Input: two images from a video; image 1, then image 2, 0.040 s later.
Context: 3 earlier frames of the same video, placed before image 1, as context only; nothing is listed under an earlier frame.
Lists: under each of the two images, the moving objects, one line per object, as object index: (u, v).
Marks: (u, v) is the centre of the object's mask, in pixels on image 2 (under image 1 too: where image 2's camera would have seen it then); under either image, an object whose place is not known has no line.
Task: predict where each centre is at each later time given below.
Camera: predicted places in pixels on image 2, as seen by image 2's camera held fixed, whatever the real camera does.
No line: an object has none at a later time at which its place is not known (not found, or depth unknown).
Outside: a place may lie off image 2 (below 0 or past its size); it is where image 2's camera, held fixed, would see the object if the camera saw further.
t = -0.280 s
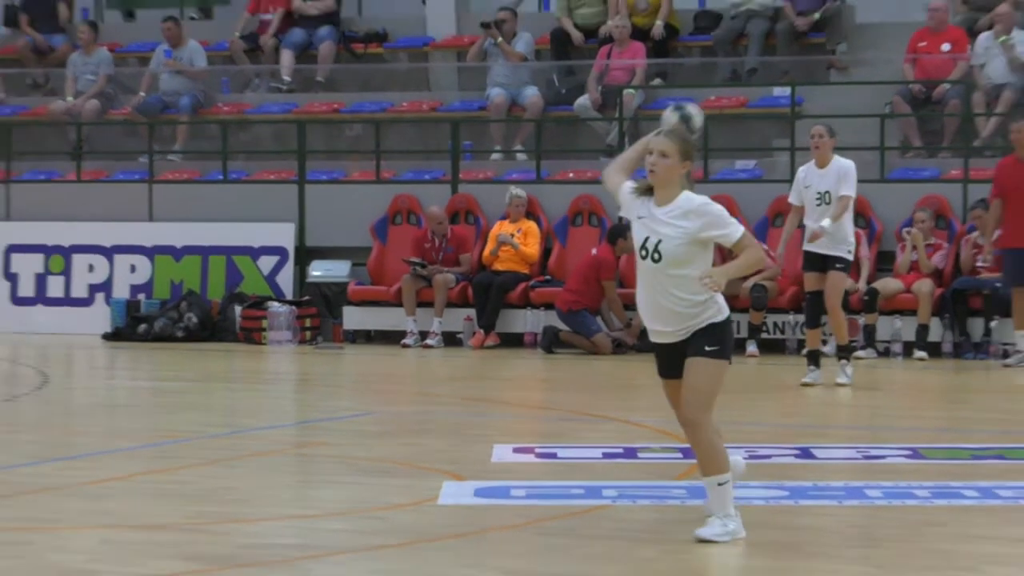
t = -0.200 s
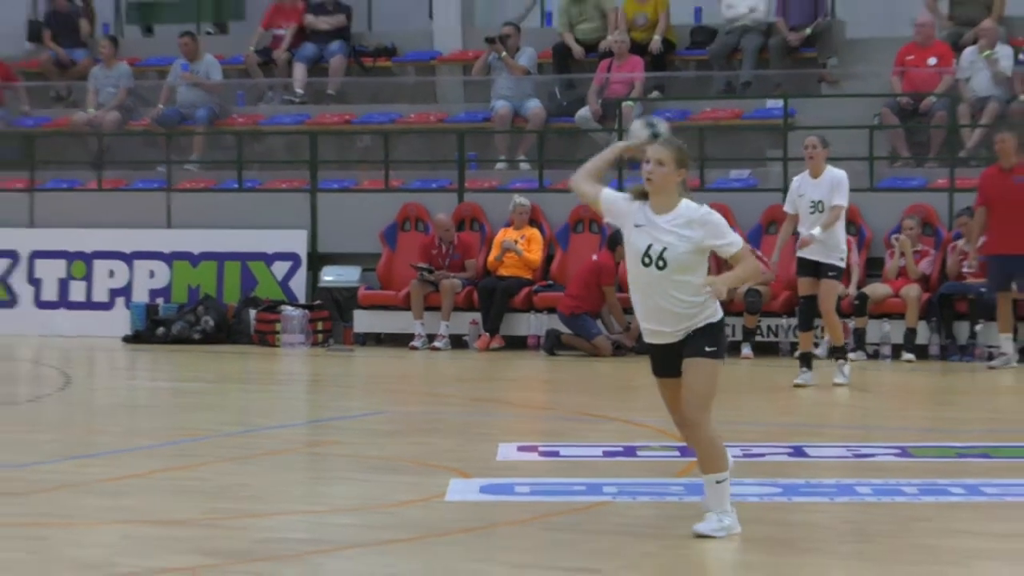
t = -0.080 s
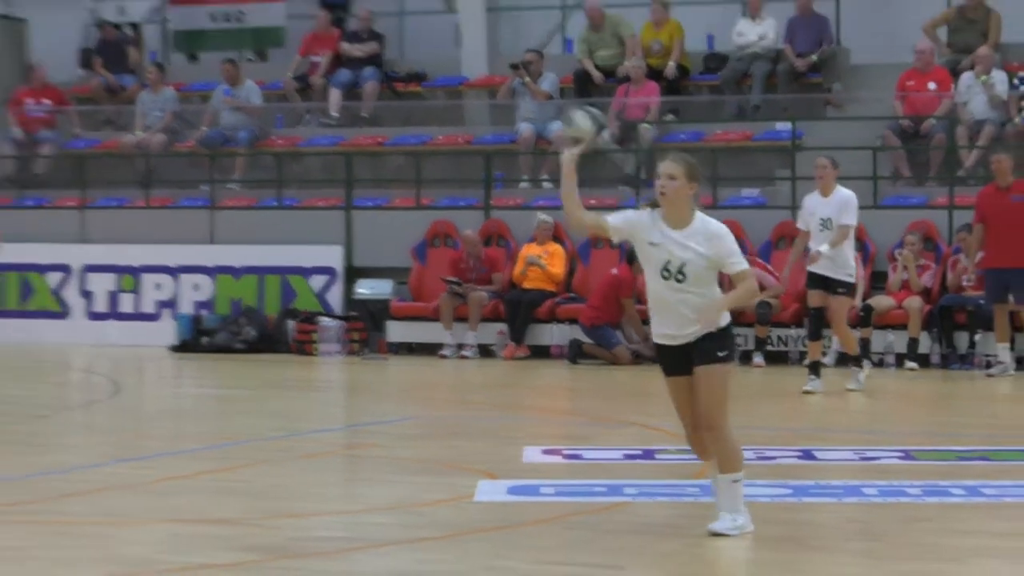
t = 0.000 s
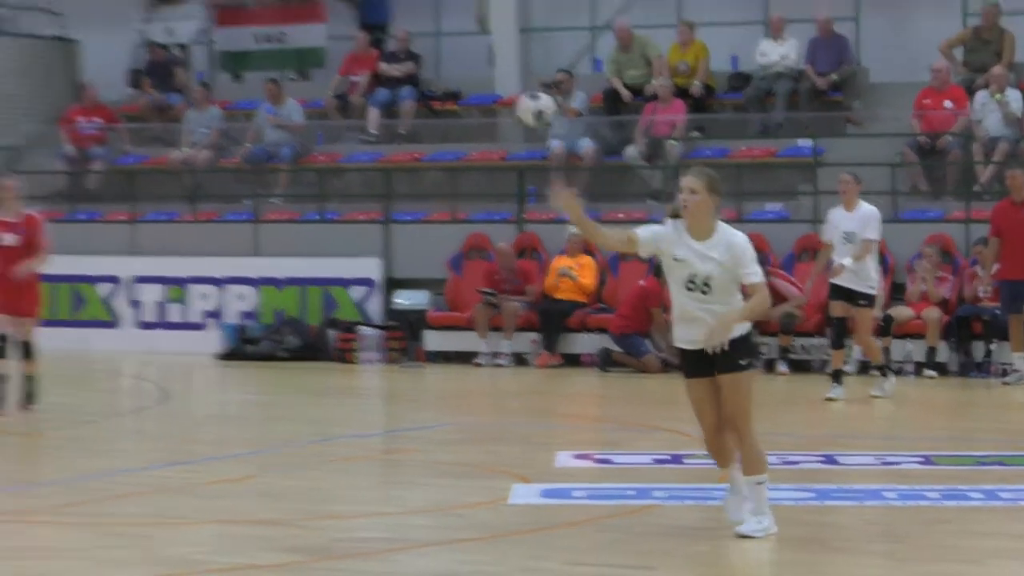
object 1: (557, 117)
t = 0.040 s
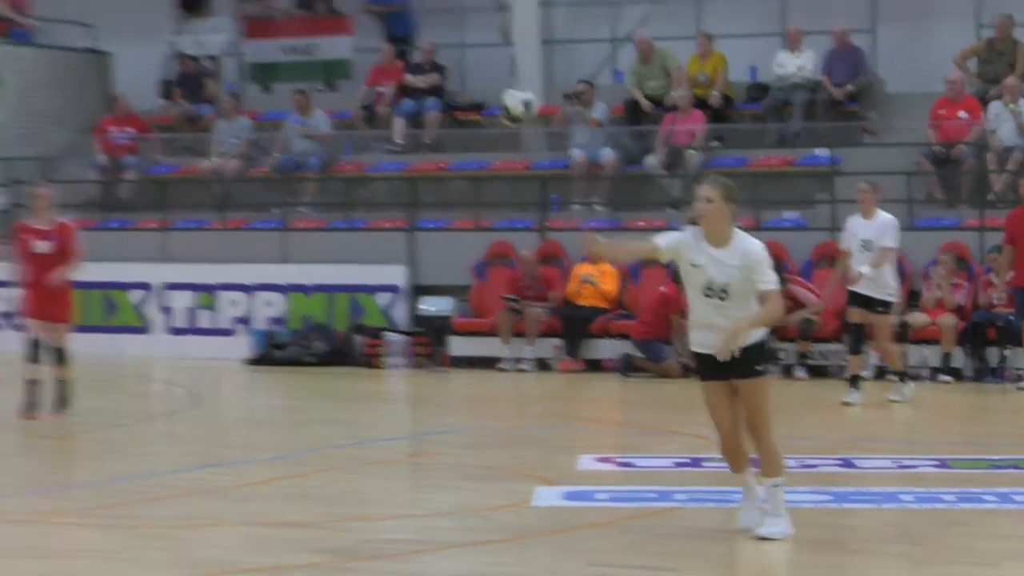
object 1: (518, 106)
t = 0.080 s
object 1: (474, 95)
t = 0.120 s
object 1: (435, 84)
